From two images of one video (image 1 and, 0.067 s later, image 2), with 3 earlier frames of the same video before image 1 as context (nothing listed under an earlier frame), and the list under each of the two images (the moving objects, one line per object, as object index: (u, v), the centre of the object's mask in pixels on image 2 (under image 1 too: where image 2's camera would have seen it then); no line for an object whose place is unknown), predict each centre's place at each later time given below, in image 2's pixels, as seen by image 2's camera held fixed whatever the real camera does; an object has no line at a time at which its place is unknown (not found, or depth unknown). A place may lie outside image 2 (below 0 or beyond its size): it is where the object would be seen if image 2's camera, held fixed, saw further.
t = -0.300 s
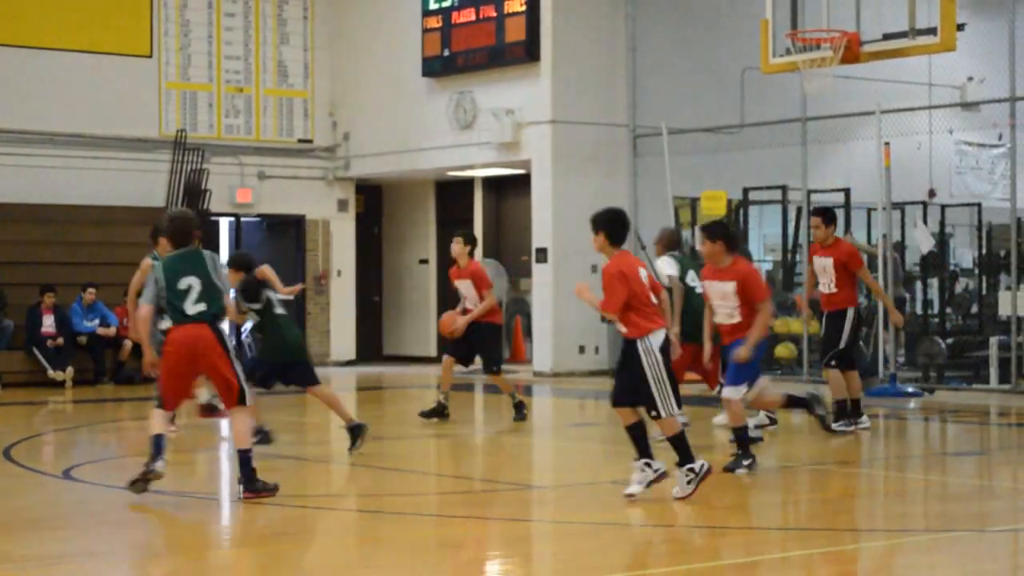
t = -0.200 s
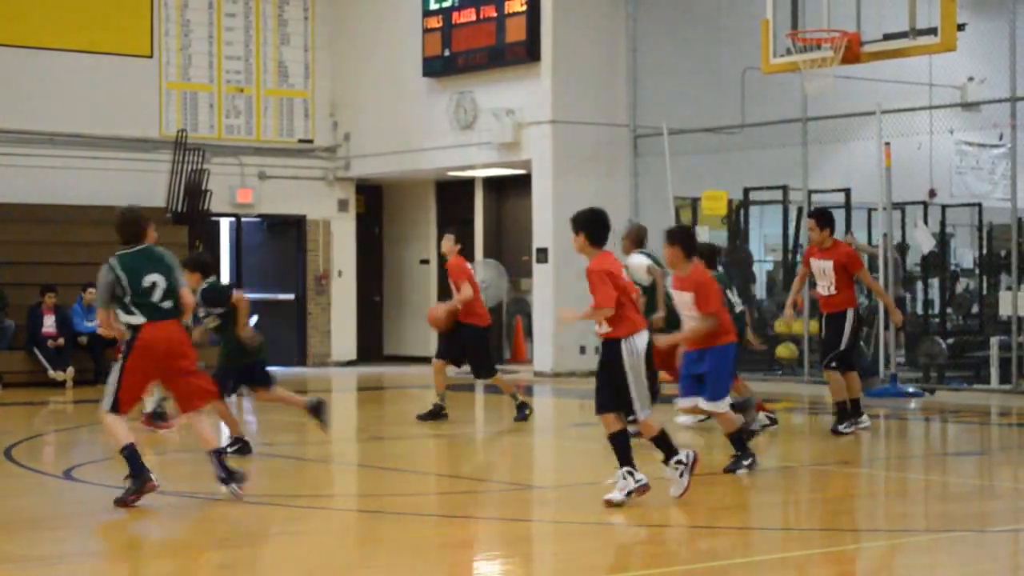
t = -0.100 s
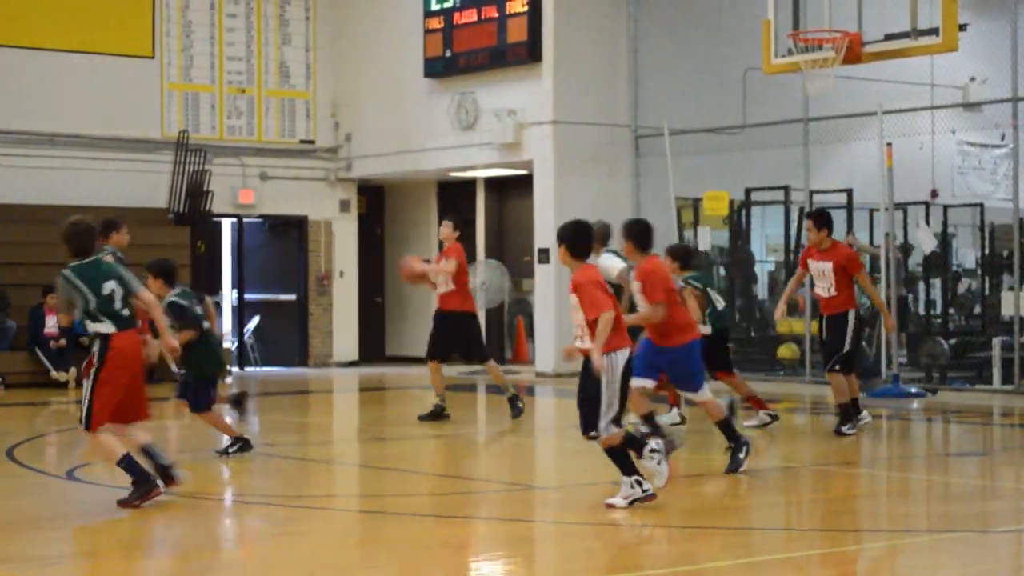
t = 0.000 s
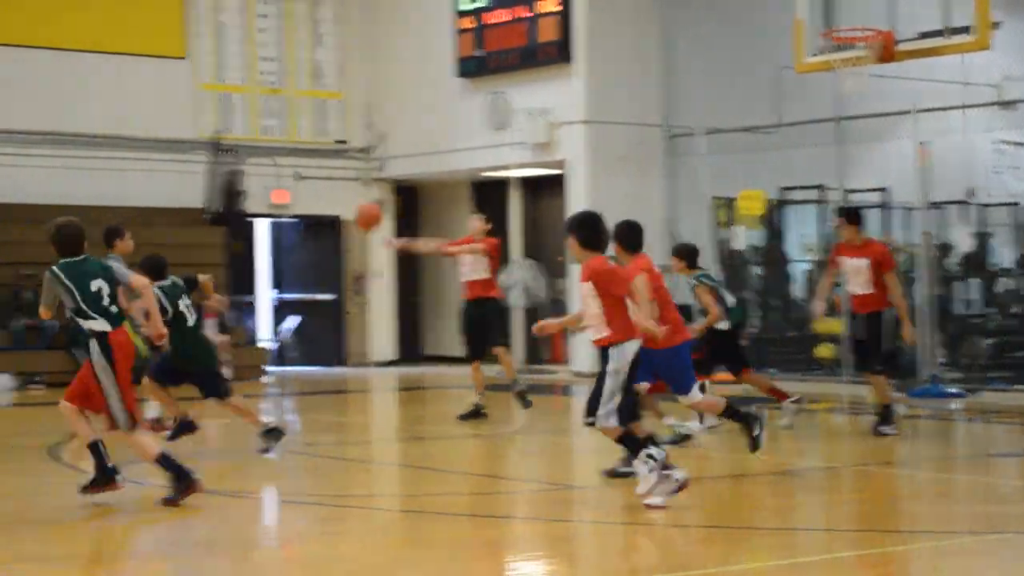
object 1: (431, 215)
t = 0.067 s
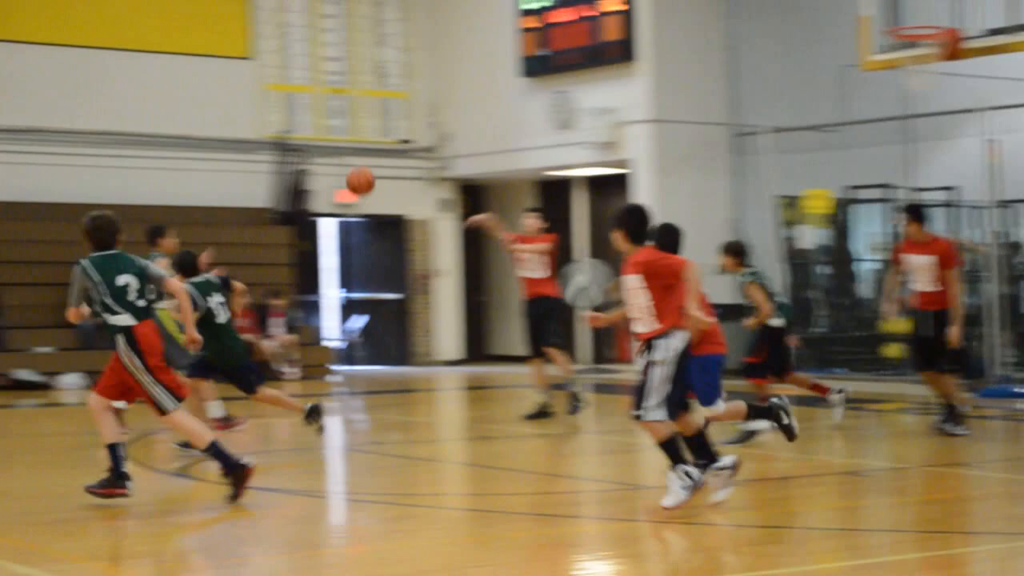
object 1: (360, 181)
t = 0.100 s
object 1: (322, 165)
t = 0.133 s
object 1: (283, 151)
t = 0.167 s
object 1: (243, 138)
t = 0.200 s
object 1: (202, 125)
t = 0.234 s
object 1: (159, 113)
